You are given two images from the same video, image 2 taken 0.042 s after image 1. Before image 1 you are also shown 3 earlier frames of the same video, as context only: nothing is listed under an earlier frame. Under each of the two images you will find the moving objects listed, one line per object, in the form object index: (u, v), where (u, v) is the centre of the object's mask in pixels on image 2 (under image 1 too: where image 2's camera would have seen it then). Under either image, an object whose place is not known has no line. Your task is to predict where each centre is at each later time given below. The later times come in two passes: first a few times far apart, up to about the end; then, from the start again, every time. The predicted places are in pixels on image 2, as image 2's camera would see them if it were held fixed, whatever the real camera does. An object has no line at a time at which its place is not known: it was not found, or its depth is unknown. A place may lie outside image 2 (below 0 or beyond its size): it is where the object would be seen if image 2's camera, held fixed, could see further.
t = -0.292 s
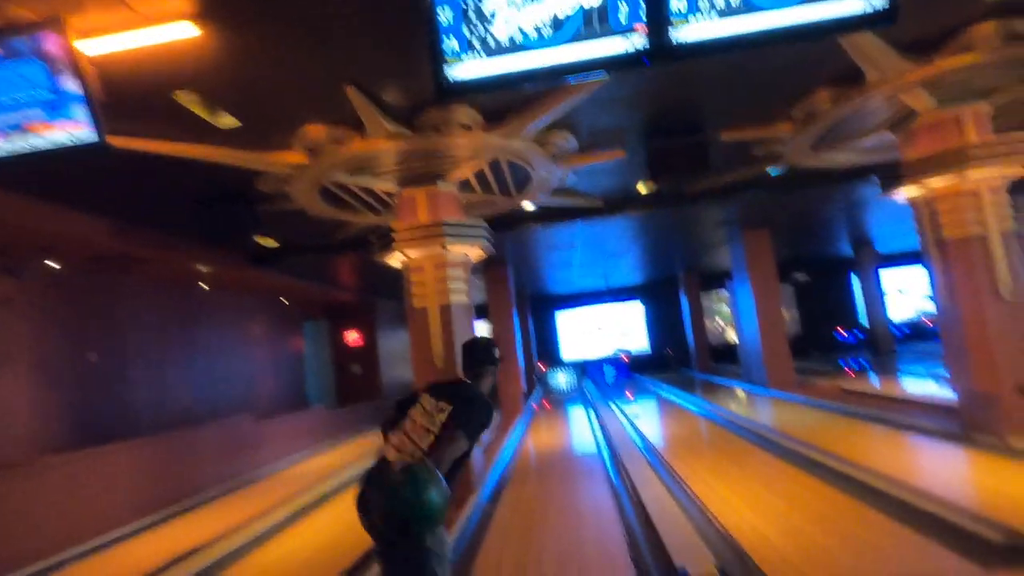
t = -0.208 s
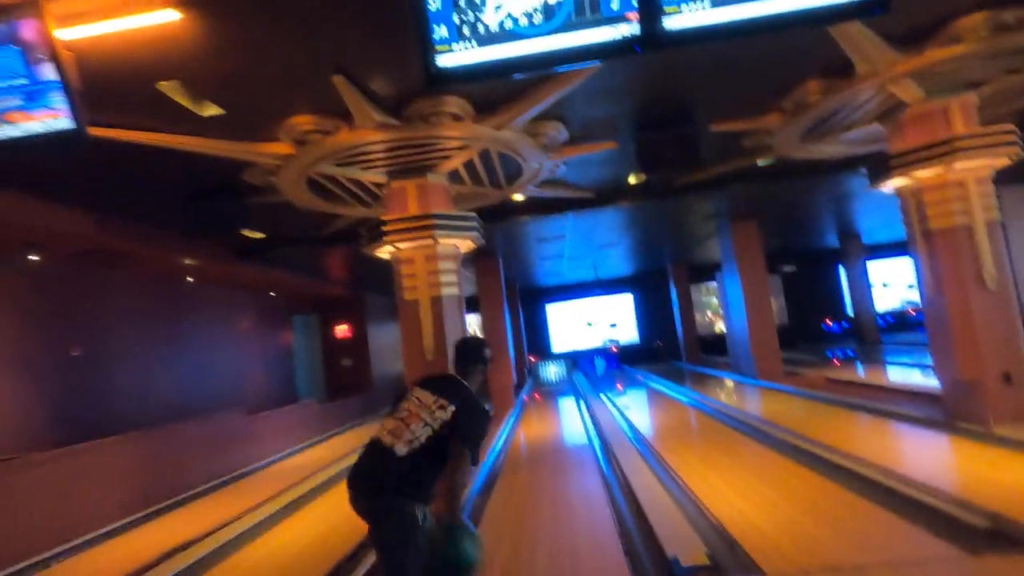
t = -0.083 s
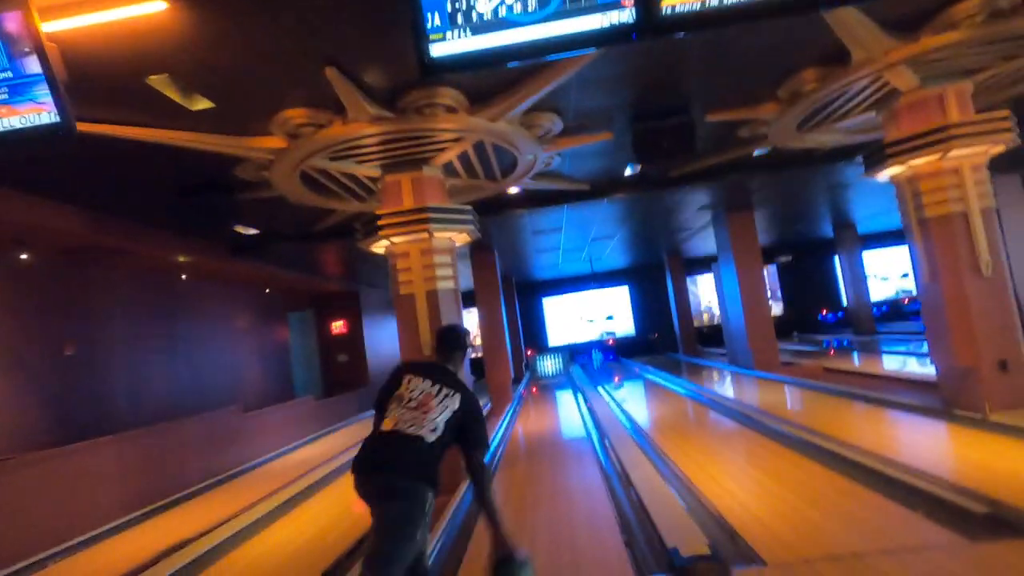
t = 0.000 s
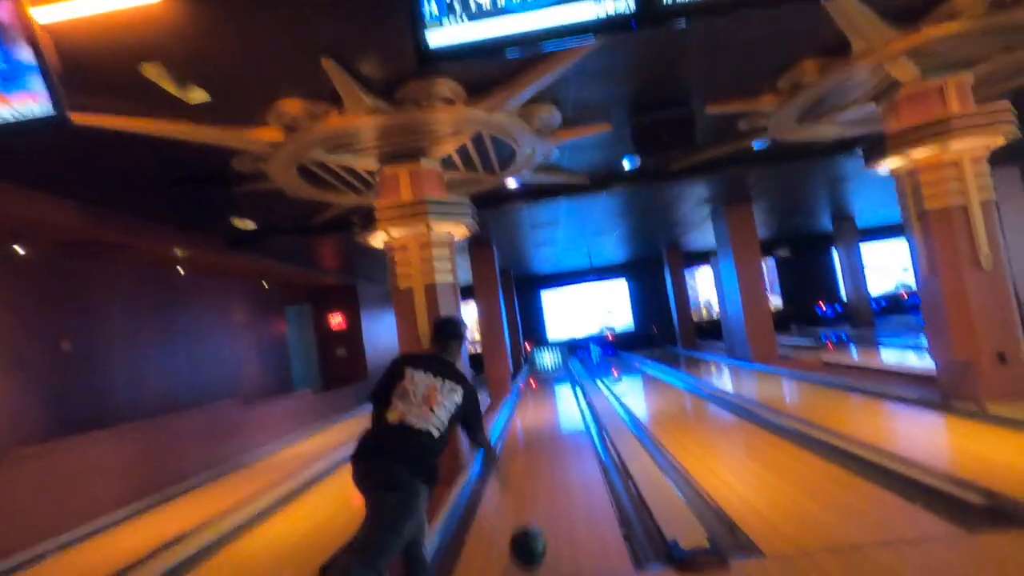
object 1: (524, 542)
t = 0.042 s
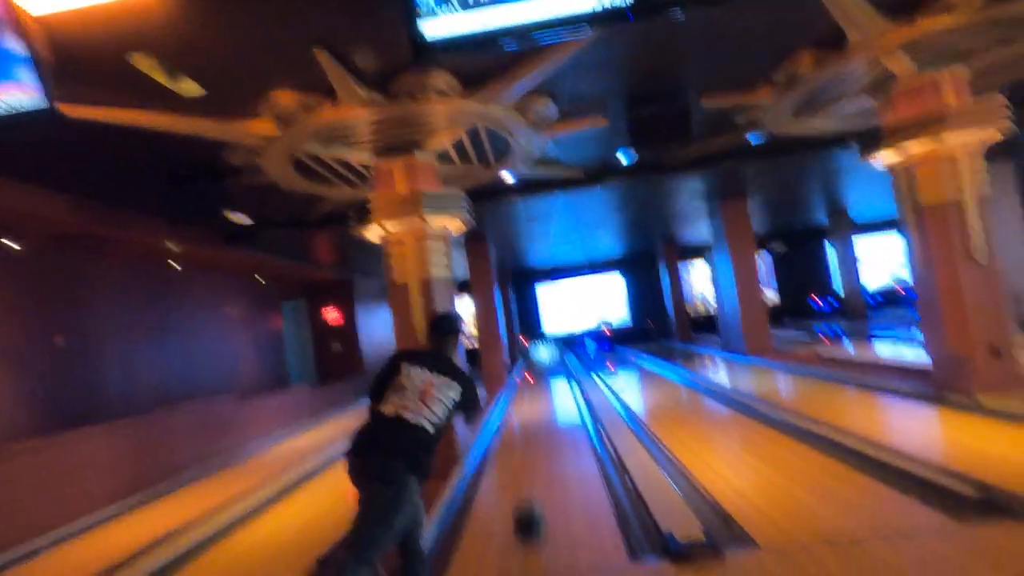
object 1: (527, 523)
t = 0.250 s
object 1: (542, 455)
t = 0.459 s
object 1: (549, 421)
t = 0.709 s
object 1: (554, 397)
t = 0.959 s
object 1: (557, 383)
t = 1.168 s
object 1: (559, 375)
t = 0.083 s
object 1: (531, 503)
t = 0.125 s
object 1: (534, 487)
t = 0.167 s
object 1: (538, 477)
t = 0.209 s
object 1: (540, 465)
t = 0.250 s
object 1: (542, 455)
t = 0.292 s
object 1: (544, 447)
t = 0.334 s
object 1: (545, 439)
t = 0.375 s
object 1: (547, 433)
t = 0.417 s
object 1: (548, 426)
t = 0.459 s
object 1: (549, 421)
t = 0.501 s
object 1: (550, 416)
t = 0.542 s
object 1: (551, 412)
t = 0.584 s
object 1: (552, 408)
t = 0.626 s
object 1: (553, 404)
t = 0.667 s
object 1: (554, 400)
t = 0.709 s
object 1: (554, 397)
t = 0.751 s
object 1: (555, 395)
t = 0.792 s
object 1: (555, 392)
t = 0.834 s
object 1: (556, 389)
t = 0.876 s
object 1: (556, 387)
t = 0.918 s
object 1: (557, 384)
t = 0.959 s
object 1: (557, 383)
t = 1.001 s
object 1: (558, 381)
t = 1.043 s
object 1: (558, 379)
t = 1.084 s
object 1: (558, 377)
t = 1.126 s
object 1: (559, 376)
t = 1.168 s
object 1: (559, 375)
